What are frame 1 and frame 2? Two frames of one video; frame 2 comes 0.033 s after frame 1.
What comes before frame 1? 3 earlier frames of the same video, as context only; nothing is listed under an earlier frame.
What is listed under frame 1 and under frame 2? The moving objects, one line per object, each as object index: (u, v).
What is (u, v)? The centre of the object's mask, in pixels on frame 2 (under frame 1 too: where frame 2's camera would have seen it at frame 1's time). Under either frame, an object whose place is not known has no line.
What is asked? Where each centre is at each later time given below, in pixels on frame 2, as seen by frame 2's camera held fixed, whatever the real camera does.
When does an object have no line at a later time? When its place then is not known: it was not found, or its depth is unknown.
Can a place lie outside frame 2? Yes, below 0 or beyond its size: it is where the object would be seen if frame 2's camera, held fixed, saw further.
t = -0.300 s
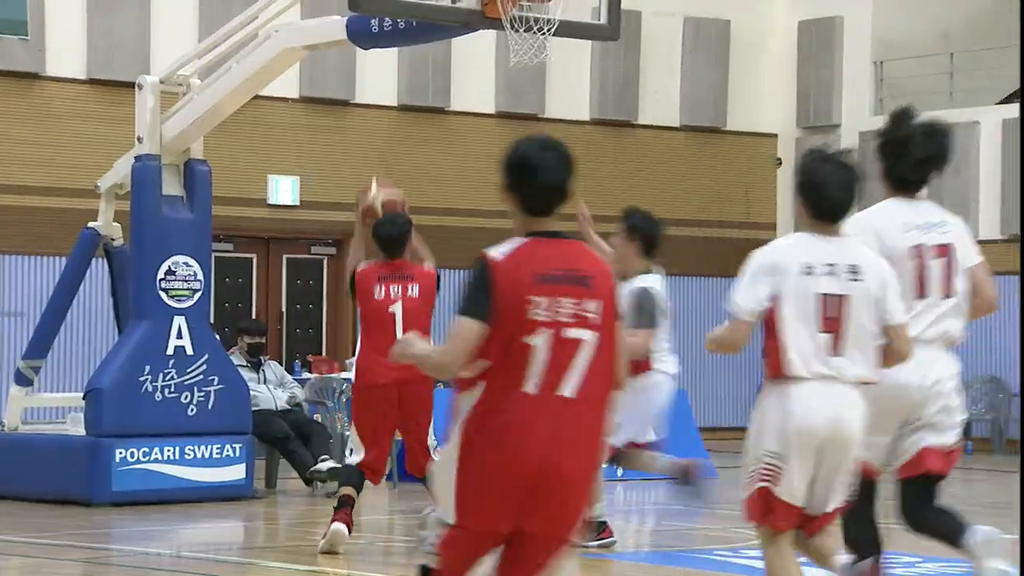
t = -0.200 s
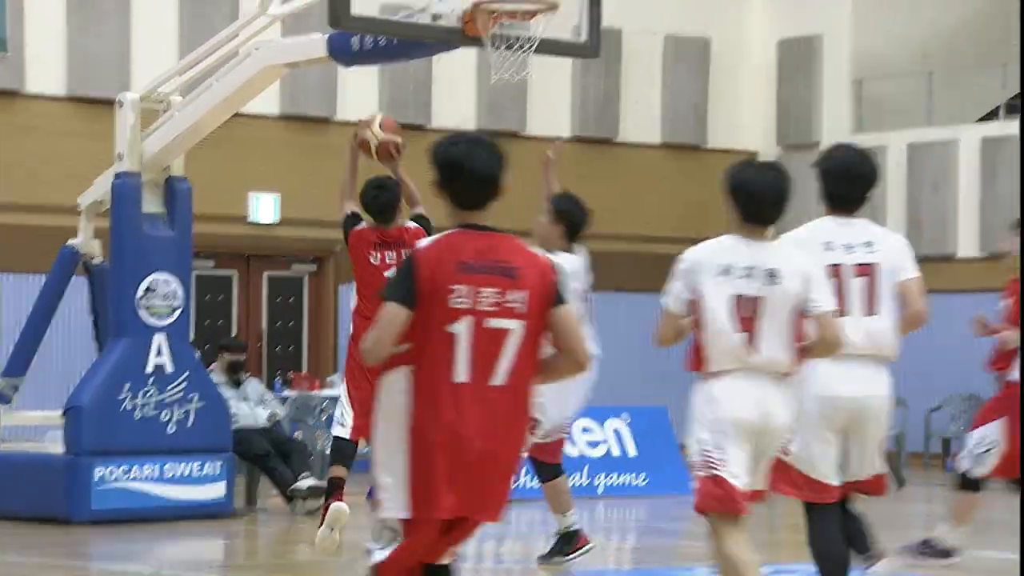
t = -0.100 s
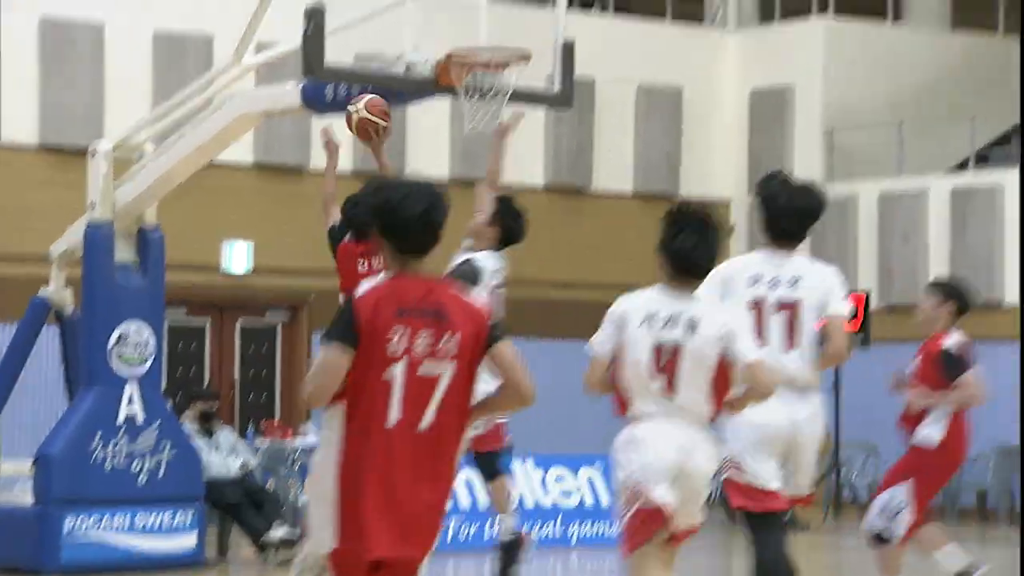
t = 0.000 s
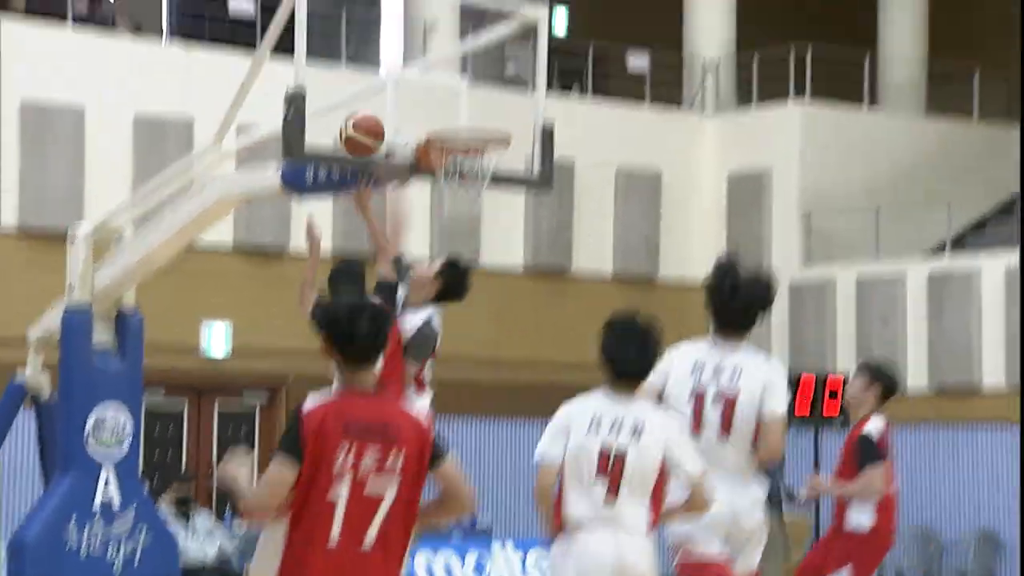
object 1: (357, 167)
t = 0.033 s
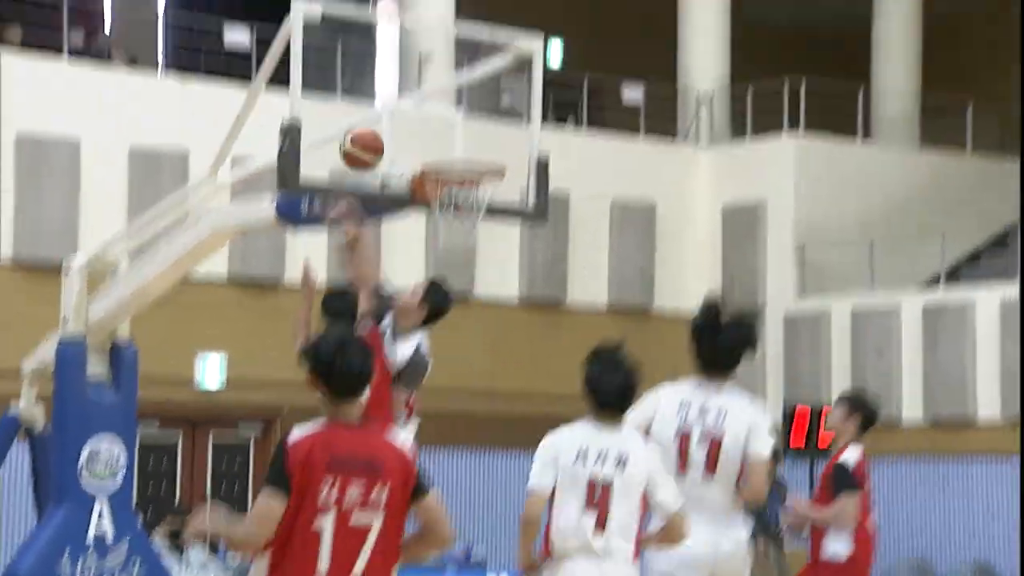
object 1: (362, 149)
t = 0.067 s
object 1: (366, 133)
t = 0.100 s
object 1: (372, 122)
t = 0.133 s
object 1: (377, 112)
